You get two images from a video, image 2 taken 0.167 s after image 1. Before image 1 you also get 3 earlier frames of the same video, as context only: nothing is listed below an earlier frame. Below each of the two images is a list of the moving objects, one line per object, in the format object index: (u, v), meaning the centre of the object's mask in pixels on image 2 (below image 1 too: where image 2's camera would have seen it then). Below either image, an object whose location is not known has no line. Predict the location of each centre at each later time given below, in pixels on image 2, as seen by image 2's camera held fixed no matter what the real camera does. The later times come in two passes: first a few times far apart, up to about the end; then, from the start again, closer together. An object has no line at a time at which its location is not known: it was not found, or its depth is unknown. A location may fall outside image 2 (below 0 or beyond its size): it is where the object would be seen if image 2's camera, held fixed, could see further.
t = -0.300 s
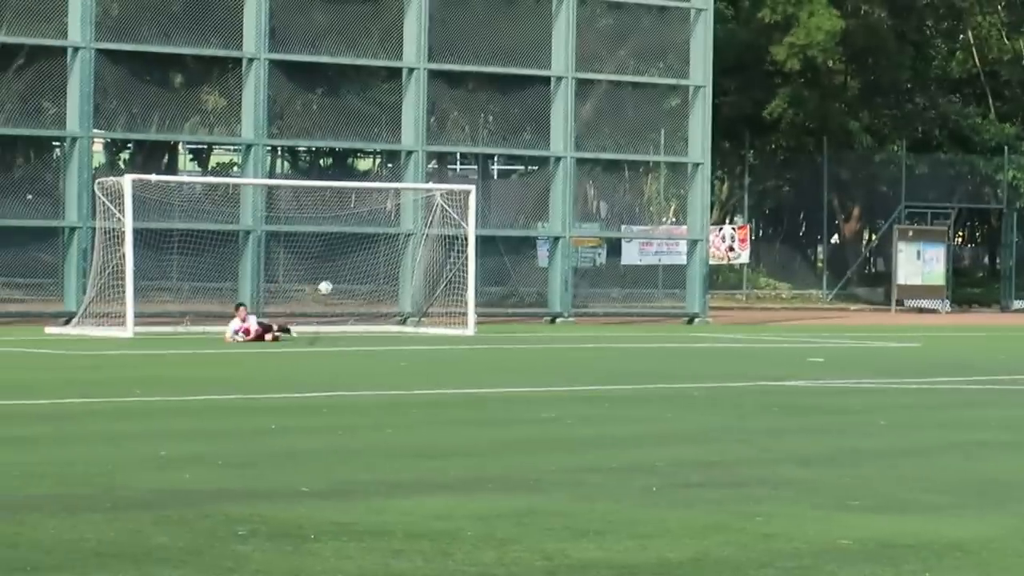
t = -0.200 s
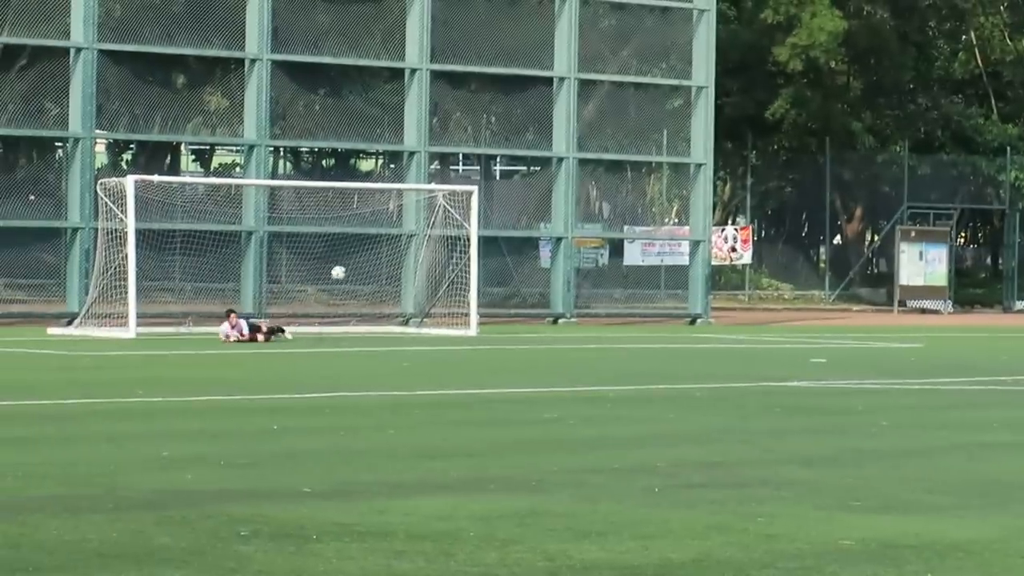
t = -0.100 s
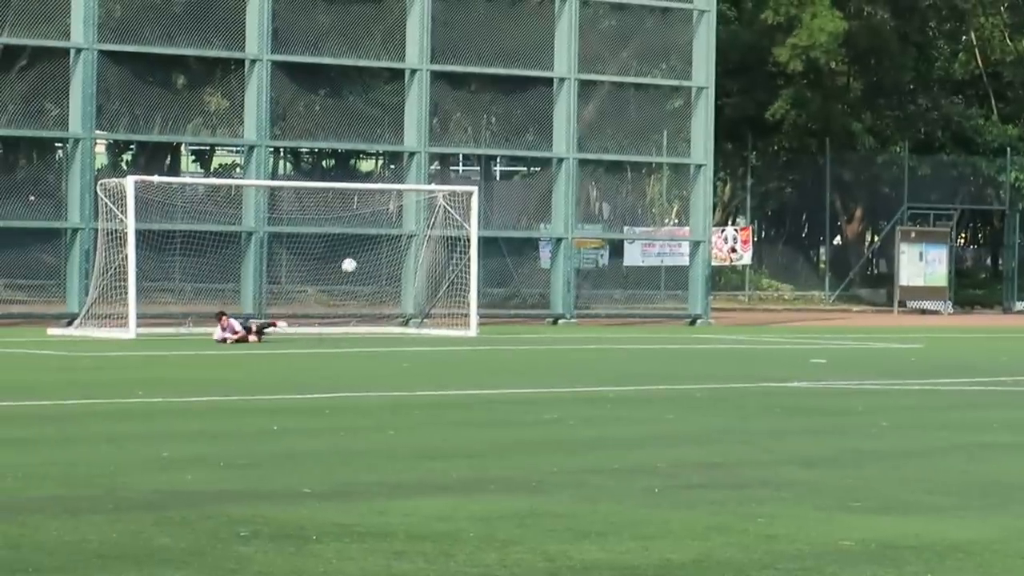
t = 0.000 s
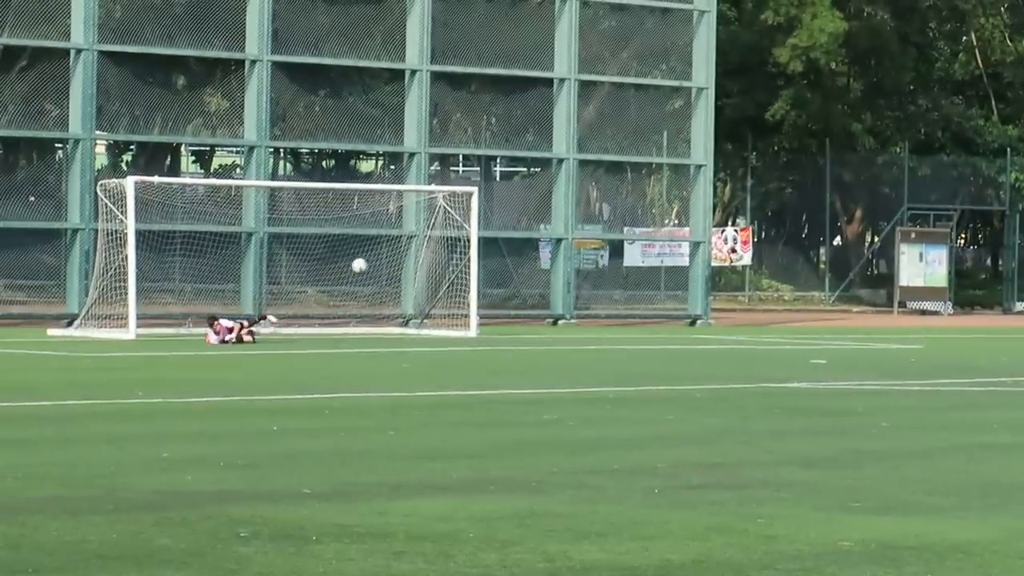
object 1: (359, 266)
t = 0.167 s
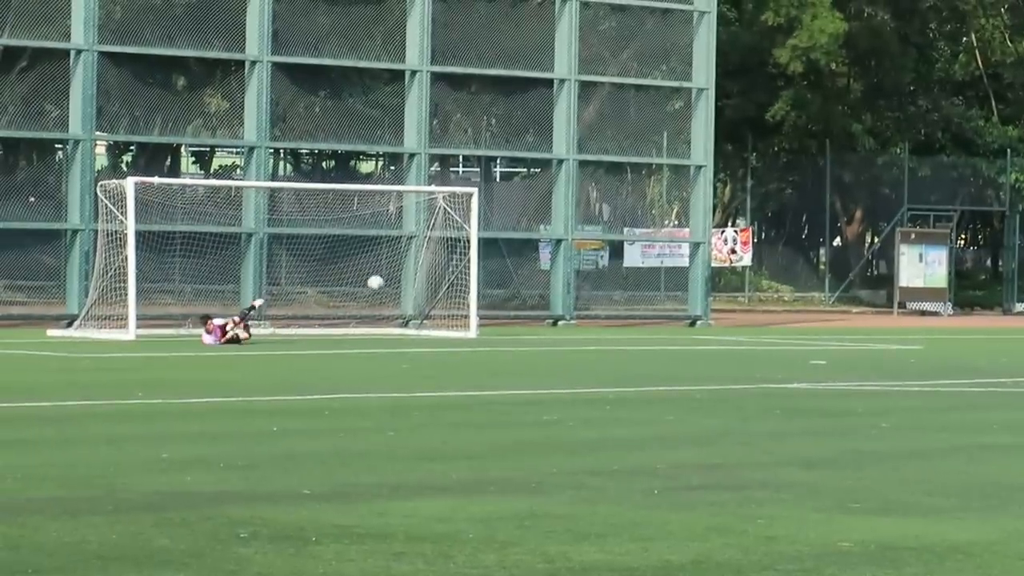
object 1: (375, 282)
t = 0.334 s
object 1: (390, 322)
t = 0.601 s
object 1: (410, 328)
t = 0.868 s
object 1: (426, 322)
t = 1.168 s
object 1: (442, 366)
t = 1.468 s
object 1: (458, 352)
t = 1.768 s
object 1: (474, 373)
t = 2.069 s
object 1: (488, 394)
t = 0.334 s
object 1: (390, 322)
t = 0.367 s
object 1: (393, 332)
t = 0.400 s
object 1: (396, 344)
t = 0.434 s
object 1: (399, 358)
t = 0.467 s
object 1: (402, 353)
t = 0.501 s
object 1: (403, 346)
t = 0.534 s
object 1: (405, 341)
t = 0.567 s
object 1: (409, 333)
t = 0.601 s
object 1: (410, 328)
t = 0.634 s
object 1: (413, 324)
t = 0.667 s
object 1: (414, 321)
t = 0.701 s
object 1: (416, 320)
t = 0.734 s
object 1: (419, 319)
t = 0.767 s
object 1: (420, 318)
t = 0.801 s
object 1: (422, 318)
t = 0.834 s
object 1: (424, 320)
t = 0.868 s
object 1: (426, 322)
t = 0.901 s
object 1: (428, 326)
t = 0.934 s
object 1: (430, 329)
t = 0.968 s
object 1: (432, 335)
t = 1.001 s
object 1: (433, 343)
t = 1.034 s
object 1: (435, 349)
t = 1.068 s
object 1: (437, 357)
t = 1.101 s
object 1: (438, 367)
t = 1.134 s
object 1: (440, 372)
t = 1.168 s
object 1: (442, 366)
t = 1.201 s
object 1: (444, 361)
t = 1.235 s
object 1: (446, 356)
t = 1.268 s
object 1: (448, 353)
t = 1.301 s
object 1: (450, 350)
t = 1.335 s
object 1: (452, 348)
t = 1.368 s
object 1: (453, 348)
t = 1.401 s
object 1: (455, 348)
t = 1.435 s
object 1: (457, 350)
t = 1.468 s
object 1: (458, 352)
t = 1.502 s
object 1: (460, 355)
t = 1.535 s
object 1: (462, 360)
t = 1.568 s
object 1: (463, 366)
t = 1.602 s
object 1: (465, 372)
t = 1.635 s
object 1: (466, 379)
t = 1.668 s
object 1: (468, 383)
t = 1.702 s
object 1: (470, 379)
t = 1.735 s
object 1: (472, 376)
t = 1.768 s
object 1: (474, 373)
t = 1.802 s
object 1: (475, 371)
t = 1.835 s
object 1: (477, 370)
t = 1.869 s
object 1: (478, 371)
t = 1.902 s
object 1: (481, 372)
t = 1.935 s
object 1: (482, 375)
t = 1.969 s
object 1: (484, 379)
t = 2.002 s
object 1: (485, 383)
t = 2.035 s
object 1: (487, 389)
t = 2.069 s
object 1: (488, 394)
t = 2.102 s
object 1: (489, 391)
